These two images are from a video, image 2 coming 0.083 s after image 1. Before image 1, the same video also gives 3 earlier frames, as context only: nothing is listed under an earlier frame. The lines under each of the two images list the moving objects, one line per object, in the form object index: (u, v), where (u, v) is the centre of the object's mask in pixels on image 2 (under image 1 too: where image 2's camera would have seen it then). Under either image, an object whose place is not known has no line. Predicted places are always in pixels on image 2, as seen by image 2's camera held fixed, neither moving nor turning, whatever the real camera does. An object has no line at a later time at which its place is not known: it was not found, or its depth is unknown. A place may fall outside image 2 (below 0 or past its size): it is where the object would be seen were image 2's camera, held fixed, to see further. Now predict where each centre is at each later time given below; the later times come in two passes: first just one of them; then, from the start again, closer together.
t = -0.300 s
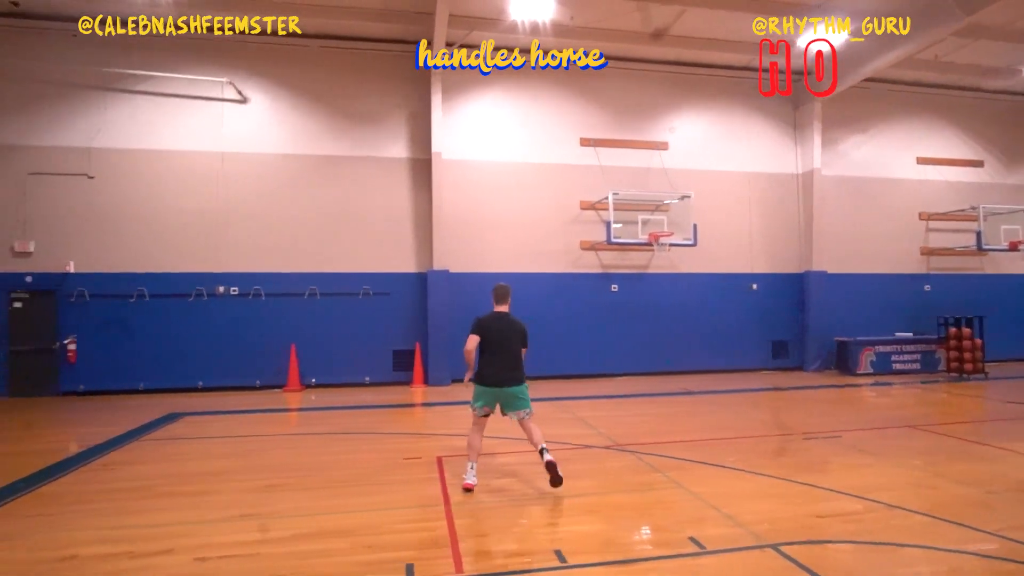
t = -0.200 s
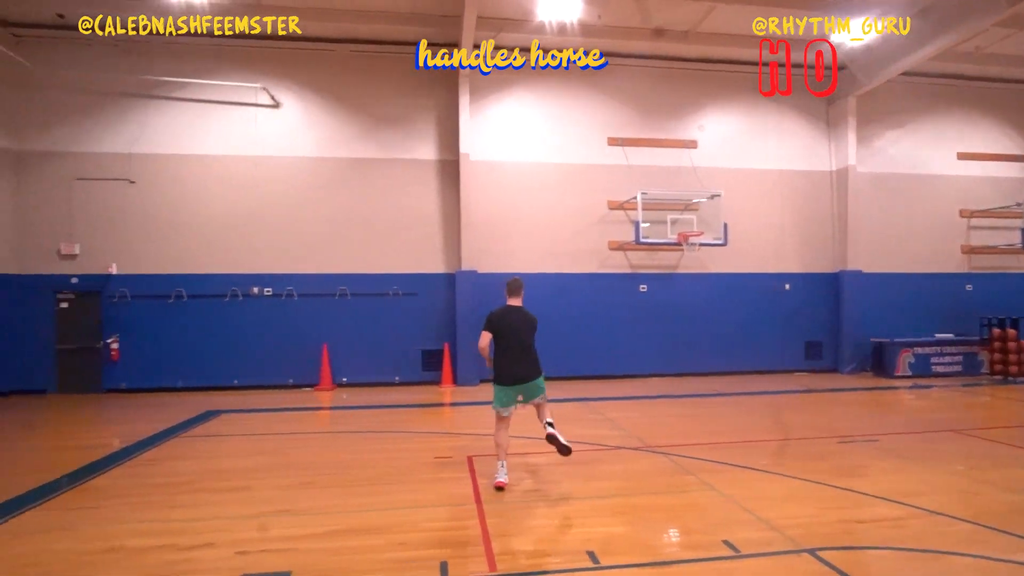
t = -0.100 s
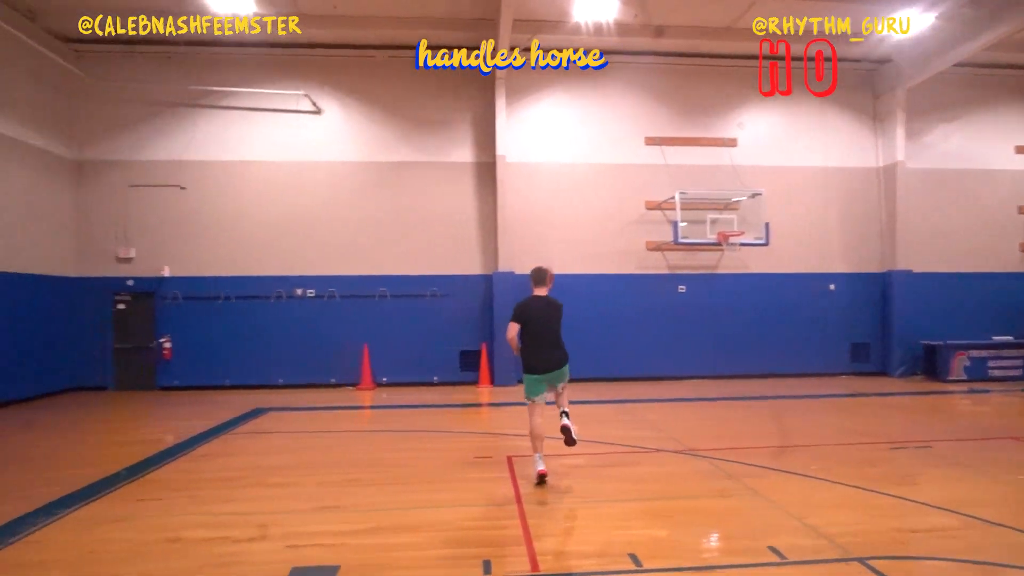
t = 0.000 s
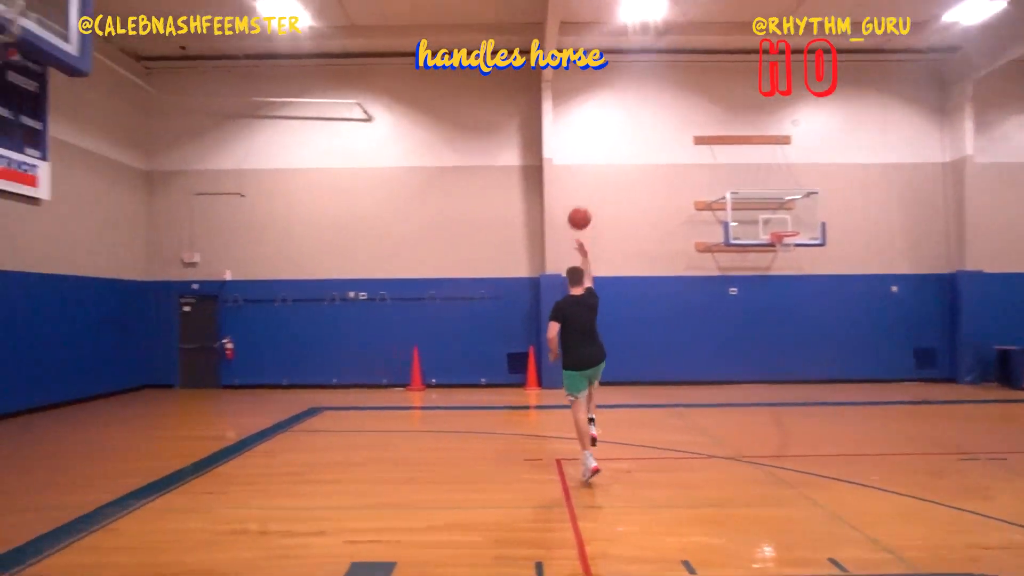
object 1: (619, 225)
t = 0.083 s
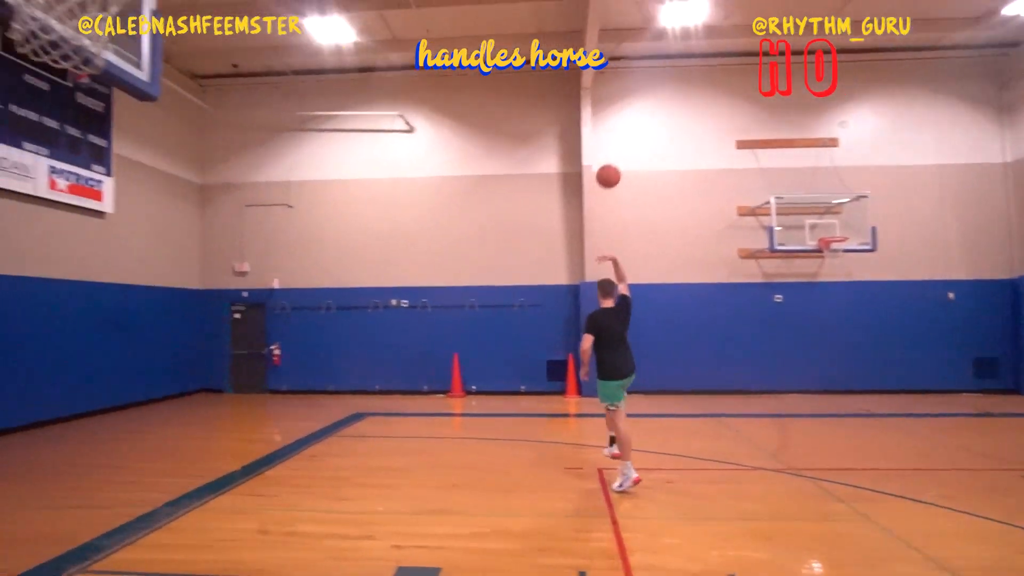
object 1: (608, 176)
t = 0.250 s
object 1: (583, 84)
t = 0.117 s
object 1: (603, 157)
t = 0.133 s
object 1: (601, 148)
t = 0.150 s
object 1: (599, 138)
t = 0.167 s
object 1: (596, 129)
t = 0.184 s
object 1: (594, 119)
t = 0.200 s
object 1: (591, 110)
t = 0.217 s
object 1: (589, 101)
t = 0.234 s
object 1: (586, 93)
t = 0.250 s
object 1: (583, 84)
